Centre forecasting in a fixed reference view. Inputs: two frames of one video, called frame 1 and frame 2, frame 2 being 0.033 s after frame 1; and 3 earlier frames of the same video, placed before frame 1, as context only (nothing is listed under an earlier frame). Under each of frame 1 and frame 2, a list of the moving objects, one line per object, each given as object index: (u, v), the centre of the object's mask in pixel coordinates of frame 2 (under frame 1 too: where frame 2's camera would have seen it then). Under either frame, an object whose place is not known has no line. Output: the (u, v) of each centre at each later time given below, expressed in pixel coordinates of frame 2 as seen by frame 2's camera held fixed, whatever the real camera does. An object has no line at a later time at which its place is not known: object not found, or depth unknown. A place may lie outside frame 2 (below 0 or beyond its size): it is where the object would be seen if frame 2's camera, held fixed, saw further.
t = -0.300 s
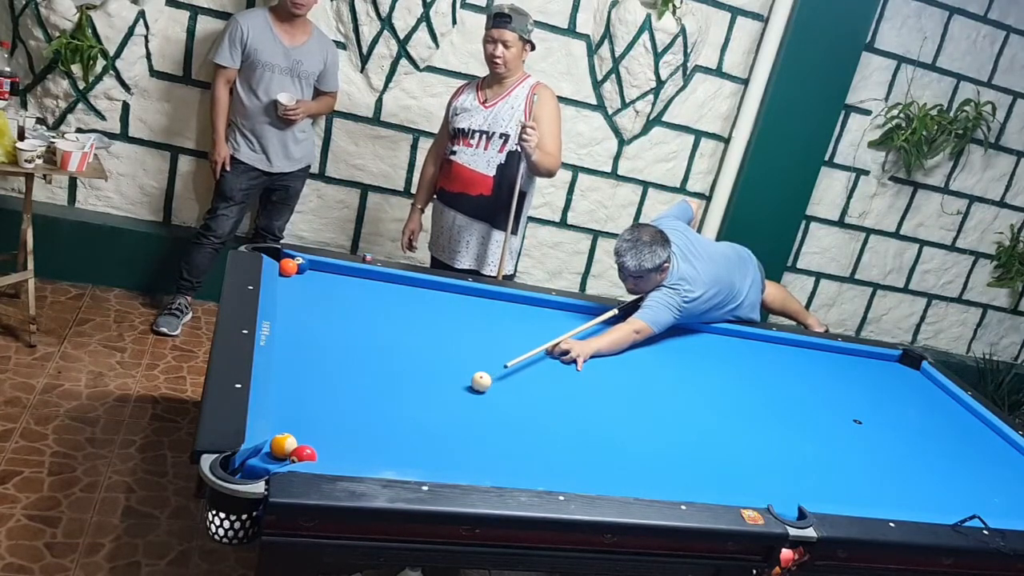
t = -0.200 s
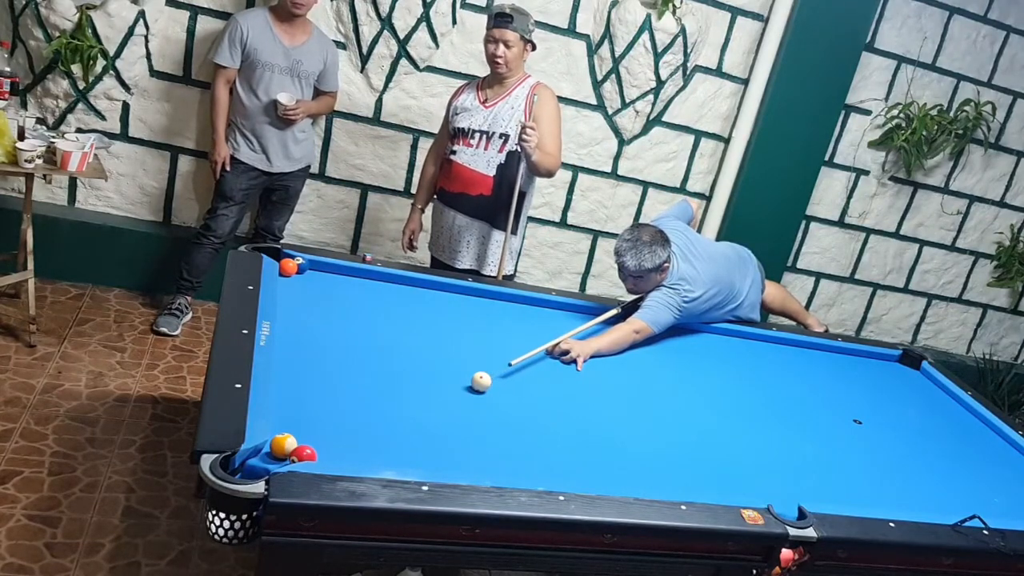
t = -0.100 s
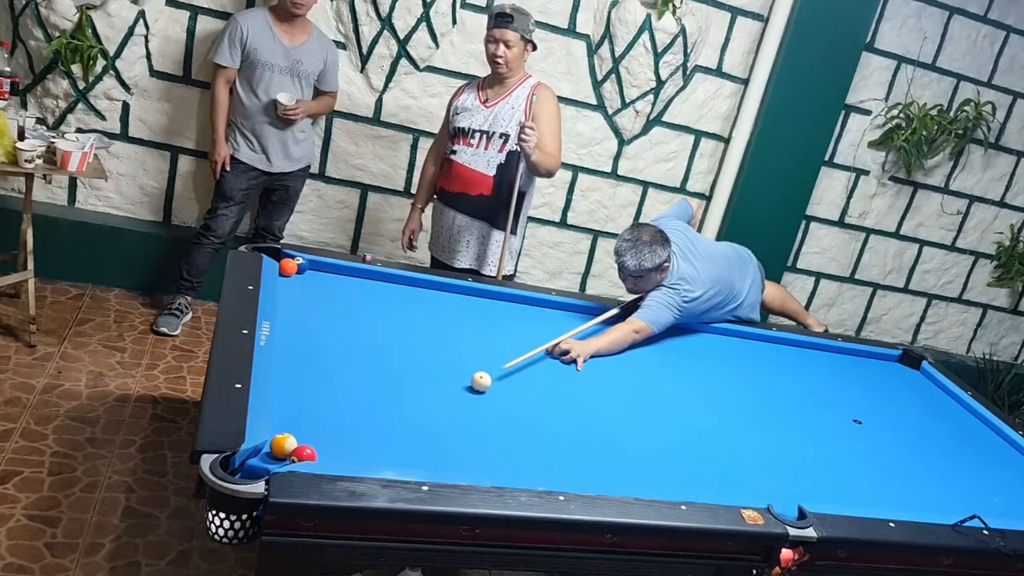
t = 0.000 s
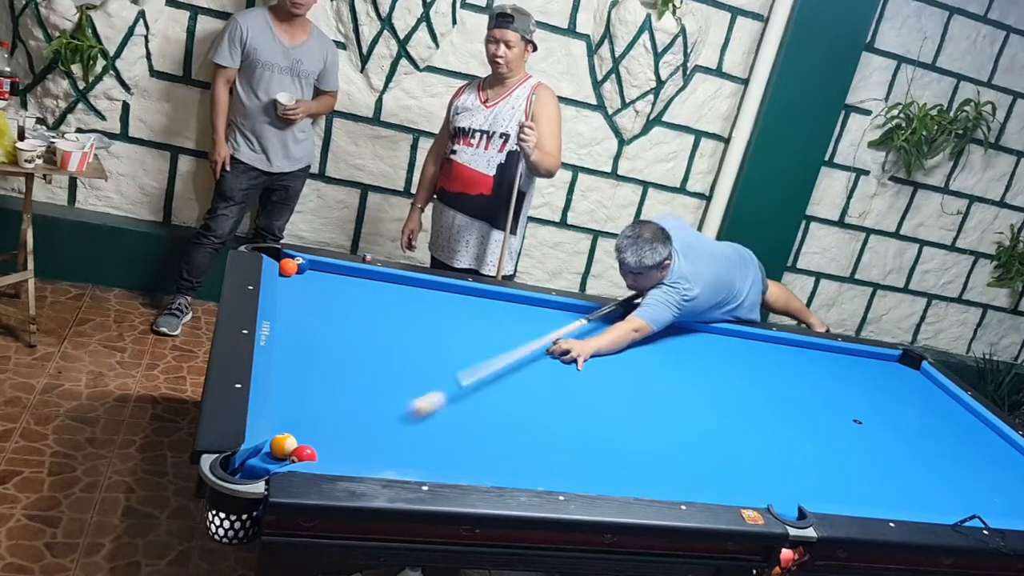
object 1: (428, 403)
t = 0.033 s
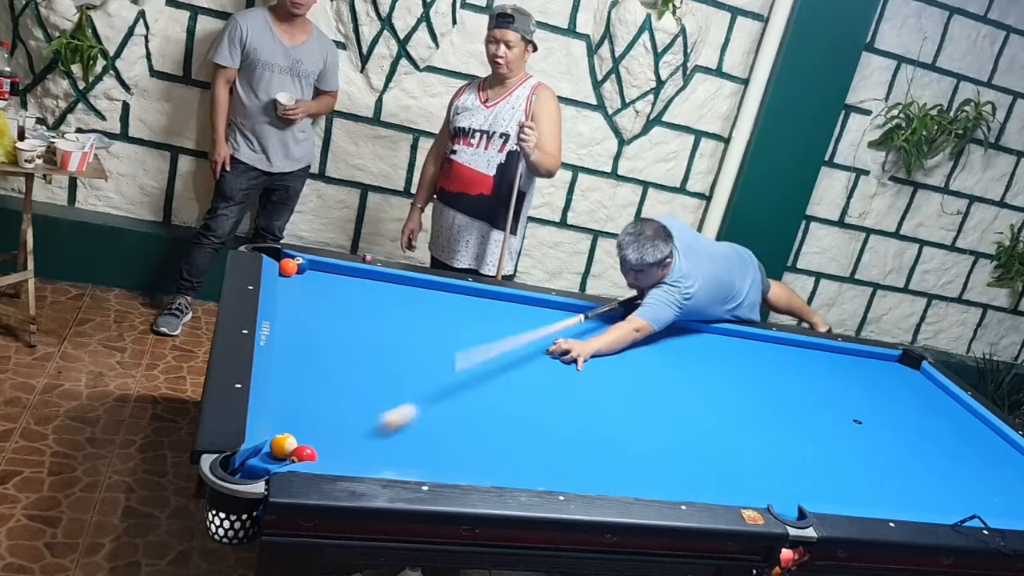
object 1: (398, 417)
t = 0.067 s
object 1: (368, 431)
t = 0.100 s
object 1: (335, 446)
